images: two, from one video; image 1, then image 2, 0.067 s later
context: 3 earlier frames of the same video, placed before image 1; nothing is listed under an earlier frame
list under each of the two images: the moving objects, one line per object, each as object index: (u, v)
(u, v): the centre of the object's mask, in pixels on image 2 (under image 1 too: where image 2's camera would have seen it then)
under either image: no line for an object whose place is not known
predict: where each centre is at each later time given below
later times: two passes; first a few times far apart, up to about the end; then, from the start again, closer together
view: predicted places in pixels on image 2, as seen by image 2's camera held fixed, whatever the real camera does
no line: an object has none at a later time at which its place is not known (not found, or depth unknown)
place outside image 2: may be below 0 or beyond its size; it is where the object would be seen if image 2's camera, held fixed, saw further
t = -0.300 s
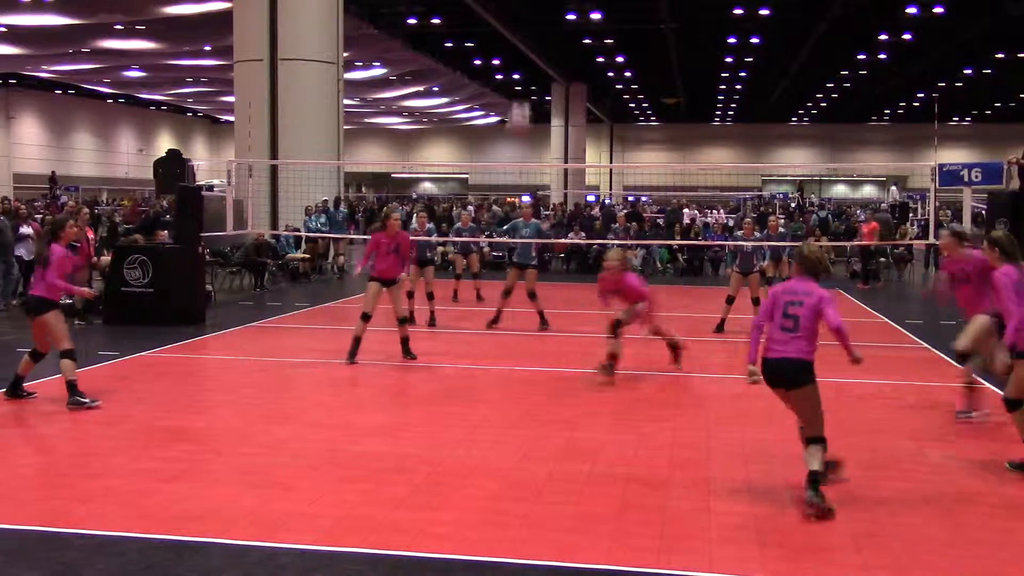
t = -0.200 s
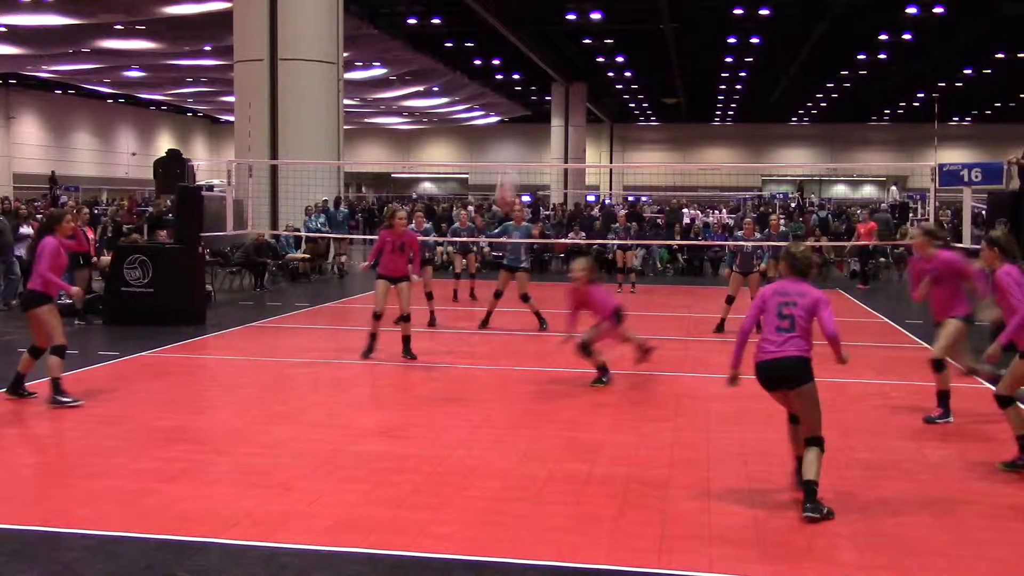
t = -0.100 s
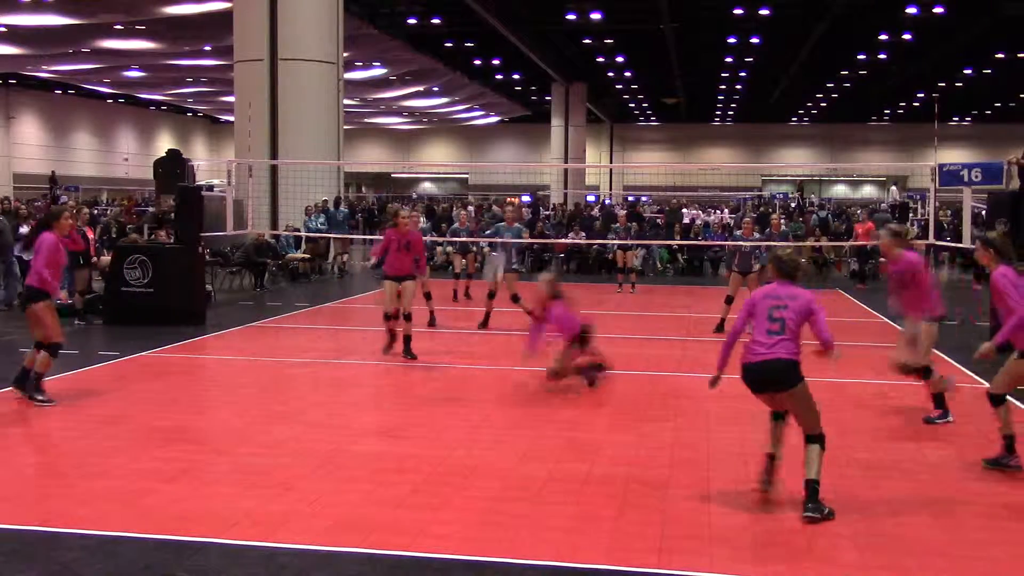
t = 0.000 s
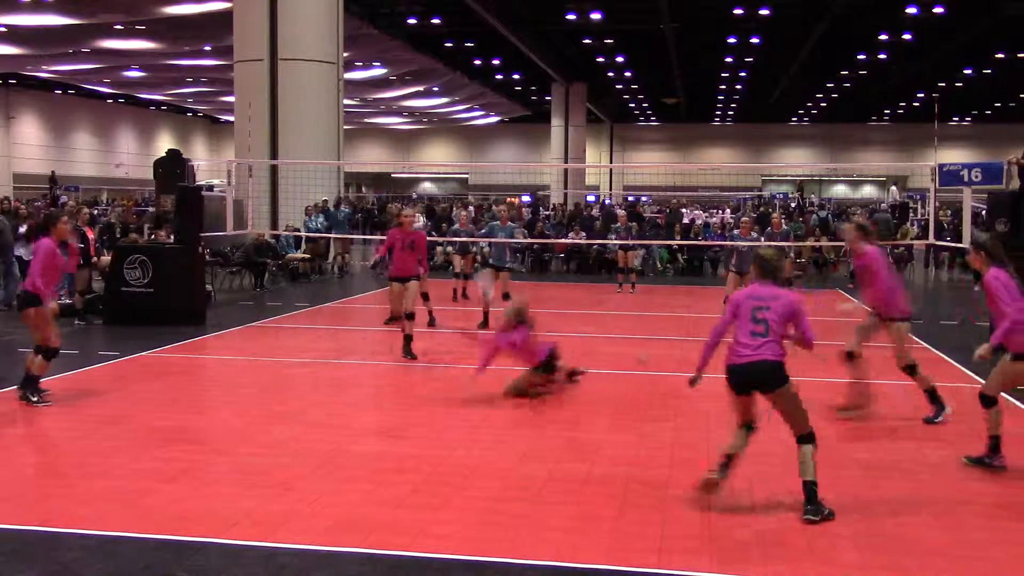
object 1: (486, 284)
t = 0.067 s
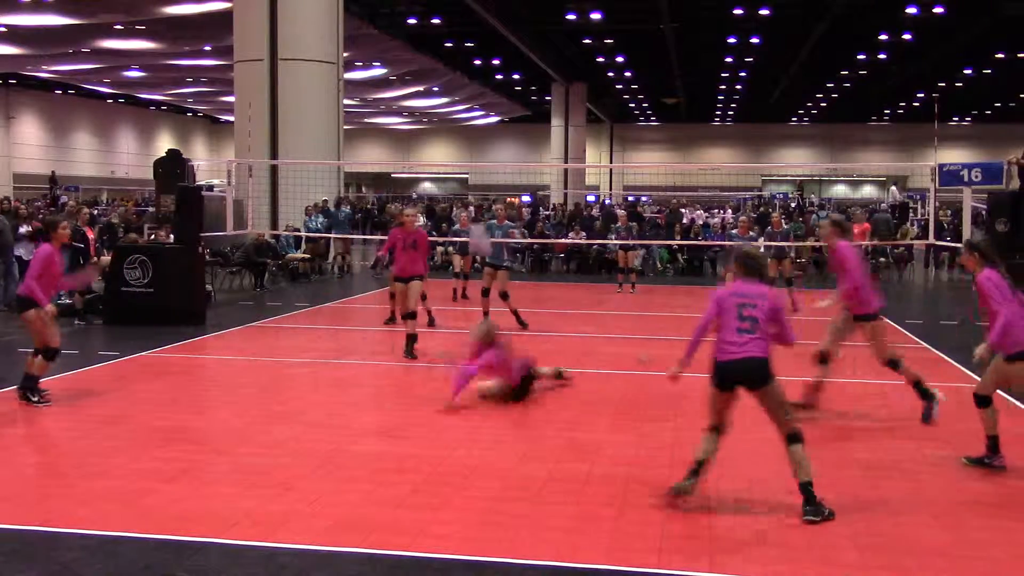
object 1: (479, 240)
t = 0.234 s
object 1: (465, 136)
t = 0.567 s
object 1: (442, 38)
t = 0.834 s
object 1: (425, 46)
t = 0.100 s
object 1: (476, 215)
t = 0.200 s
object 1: (469, 155)
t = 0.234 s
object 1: (465, 136)
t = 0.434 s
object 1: (451, 59)
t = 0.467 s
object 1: (448, 52)
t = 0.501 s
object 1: (446, 46)
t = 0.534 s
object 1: (445, 39)
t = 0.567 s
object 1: (442, 38)
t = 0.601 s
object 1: (440, 35)
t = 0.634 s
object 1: (438, 34)
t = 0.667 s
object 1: (436, 33)
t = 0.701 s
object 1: (433, 33)
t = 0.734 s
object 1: (431, 34)
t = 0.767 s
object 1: (429, 35)
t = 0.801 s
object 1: (427, 42)
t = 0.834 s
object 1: (425, 46)
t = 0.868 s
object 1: (422, 53)
